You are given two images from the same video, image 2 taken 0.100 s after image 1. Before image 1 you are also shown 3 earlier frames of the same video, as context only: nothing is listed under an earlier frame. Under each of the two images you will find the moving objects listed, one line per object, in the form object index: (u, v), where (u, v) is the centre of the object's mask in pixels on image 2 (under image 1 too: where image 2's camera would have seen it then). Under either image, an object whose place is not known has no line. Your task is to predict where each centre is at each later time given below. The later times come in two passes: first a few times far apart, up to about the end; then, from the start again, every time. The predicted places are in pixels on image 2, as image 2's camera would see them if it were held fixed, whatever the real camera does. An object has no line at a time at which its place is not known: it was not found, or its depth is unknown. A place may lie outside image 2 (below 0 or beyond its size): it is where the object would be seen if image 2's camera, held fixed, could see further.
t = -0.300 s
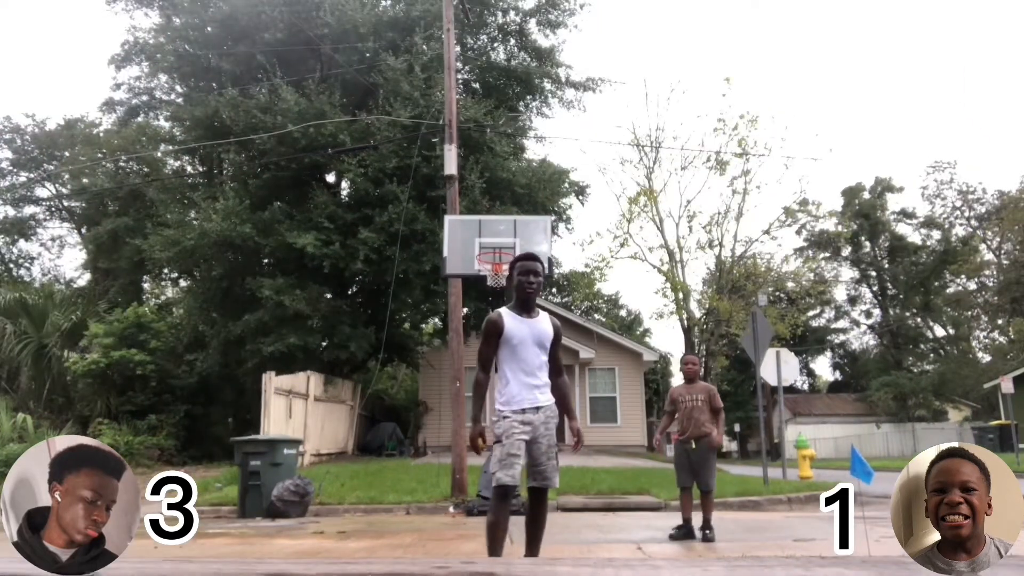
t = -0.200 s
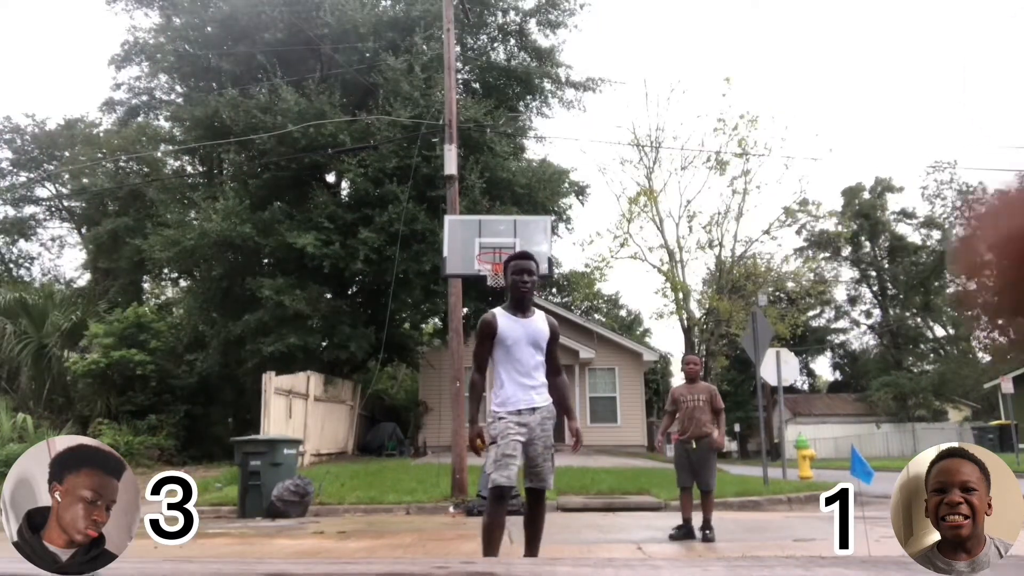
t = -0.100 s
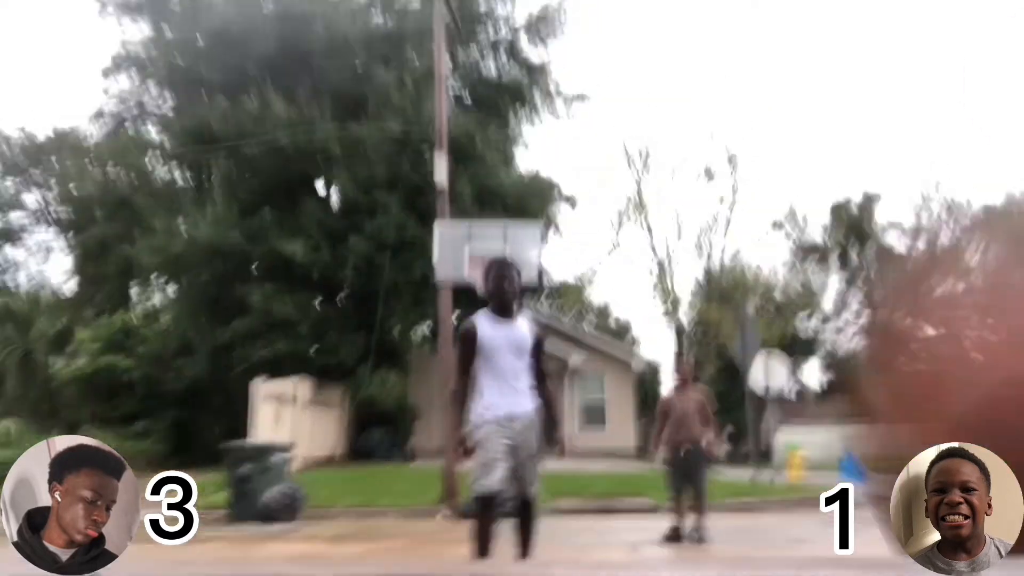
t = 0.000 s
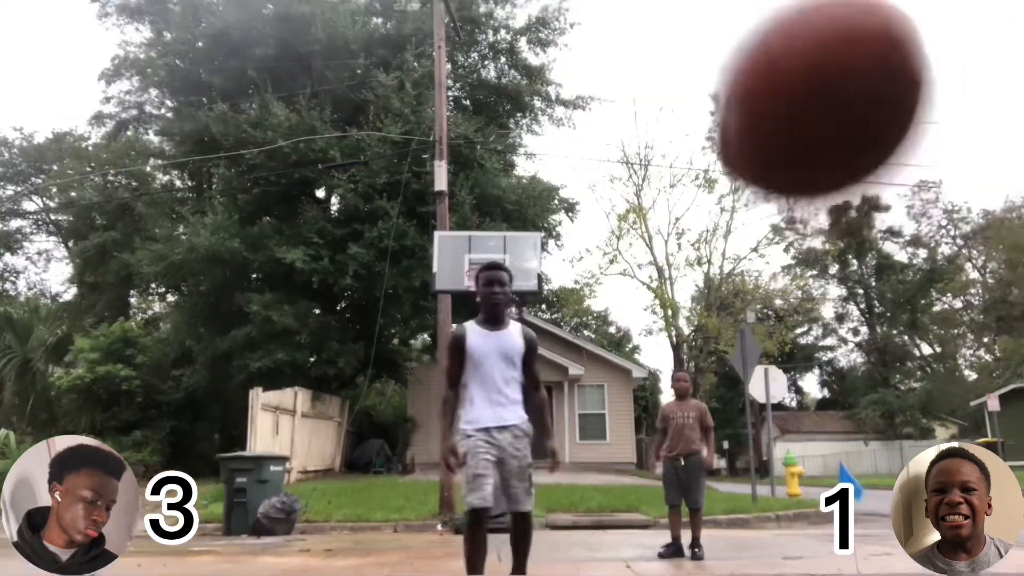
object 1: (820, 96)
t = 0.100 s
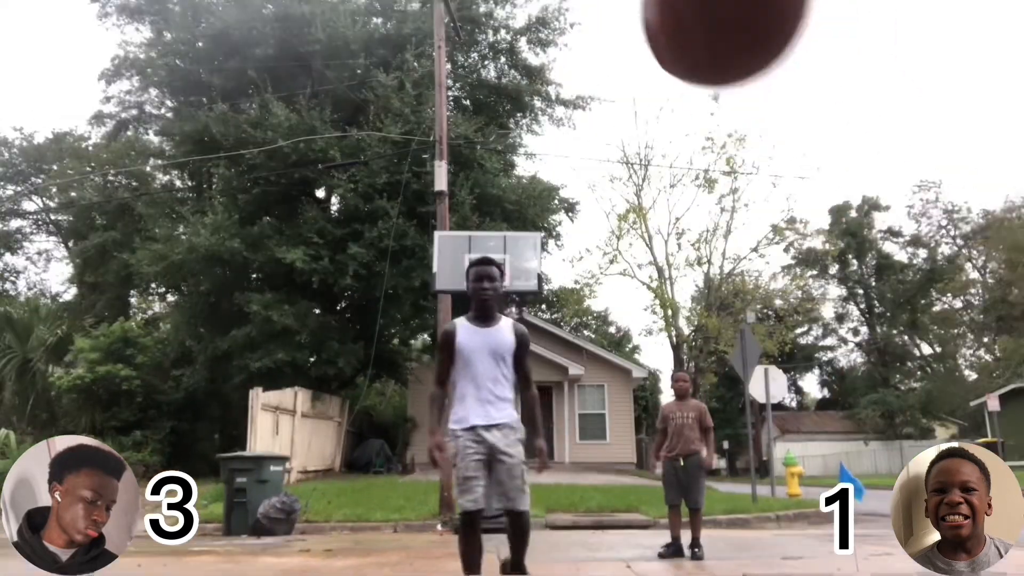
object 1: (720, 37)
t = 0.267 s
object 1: (646, 32)
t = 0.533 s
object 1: (580, 225)
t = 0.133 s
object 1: (699, 30)
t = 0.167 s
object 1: (683, 27)
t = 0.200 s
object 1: (670, 27)
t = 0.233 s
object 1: (658, 28)
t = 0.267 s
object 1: (646, 32)
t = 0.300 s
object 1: (636, 37)
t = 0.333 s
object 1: (625, 47)
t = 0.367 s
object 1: (615, 66)
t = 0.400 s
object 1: (606, 92)
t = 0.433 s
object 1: (601, 121)
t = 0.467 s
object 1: (593, 154)
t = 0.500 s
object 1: (586, 190)
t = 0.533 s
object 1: (580, 225)
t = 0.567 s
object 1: (573, 268)
